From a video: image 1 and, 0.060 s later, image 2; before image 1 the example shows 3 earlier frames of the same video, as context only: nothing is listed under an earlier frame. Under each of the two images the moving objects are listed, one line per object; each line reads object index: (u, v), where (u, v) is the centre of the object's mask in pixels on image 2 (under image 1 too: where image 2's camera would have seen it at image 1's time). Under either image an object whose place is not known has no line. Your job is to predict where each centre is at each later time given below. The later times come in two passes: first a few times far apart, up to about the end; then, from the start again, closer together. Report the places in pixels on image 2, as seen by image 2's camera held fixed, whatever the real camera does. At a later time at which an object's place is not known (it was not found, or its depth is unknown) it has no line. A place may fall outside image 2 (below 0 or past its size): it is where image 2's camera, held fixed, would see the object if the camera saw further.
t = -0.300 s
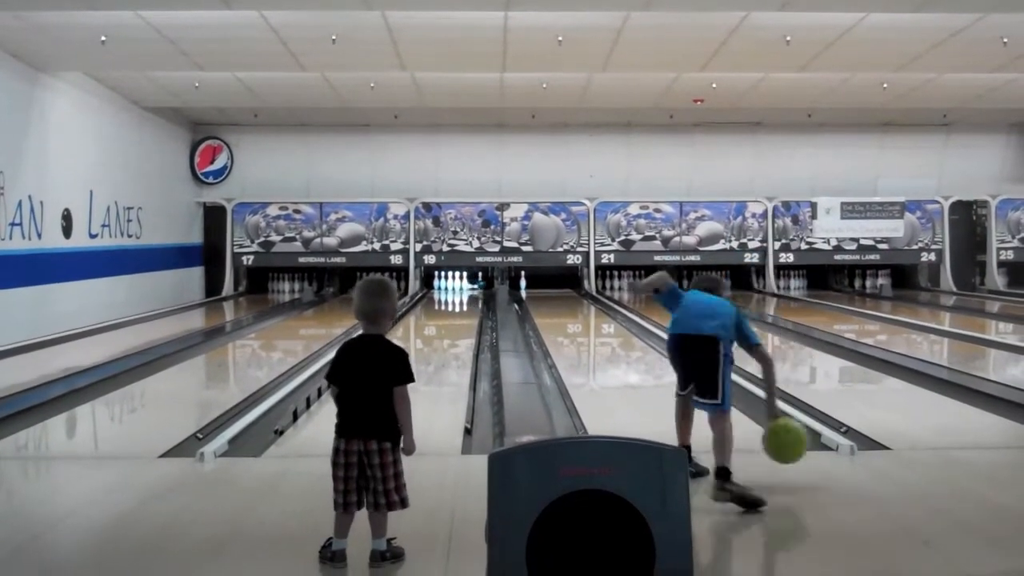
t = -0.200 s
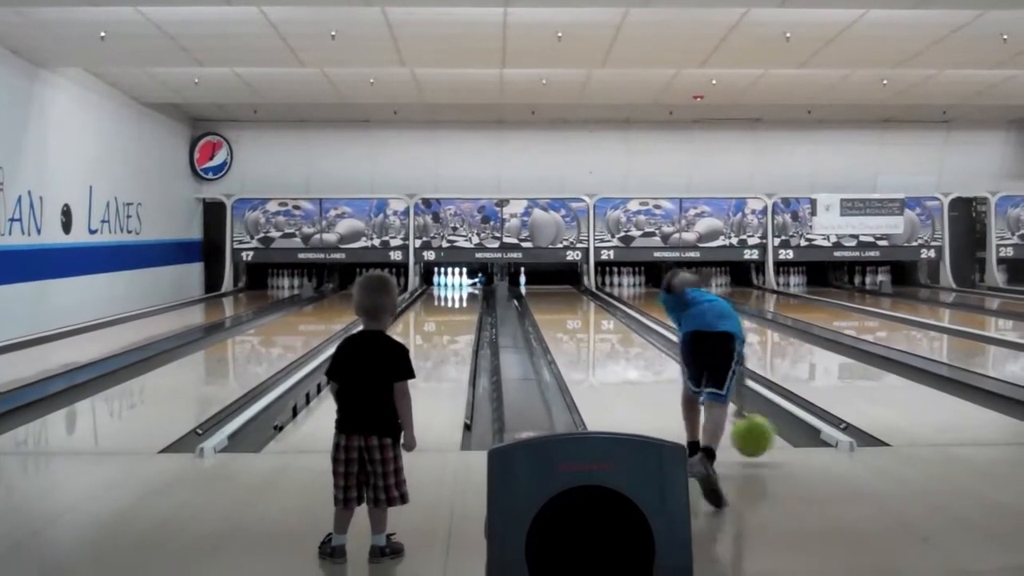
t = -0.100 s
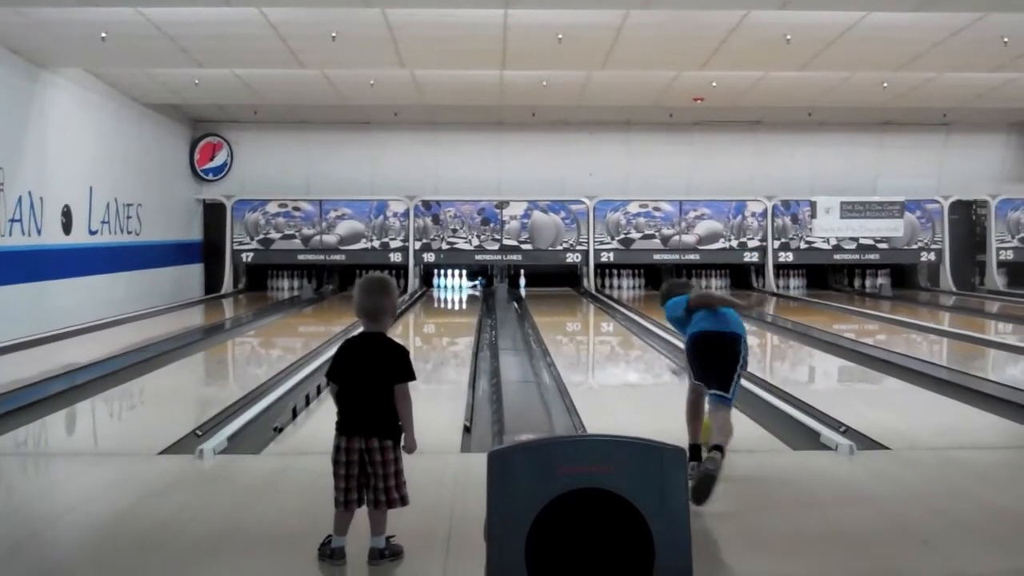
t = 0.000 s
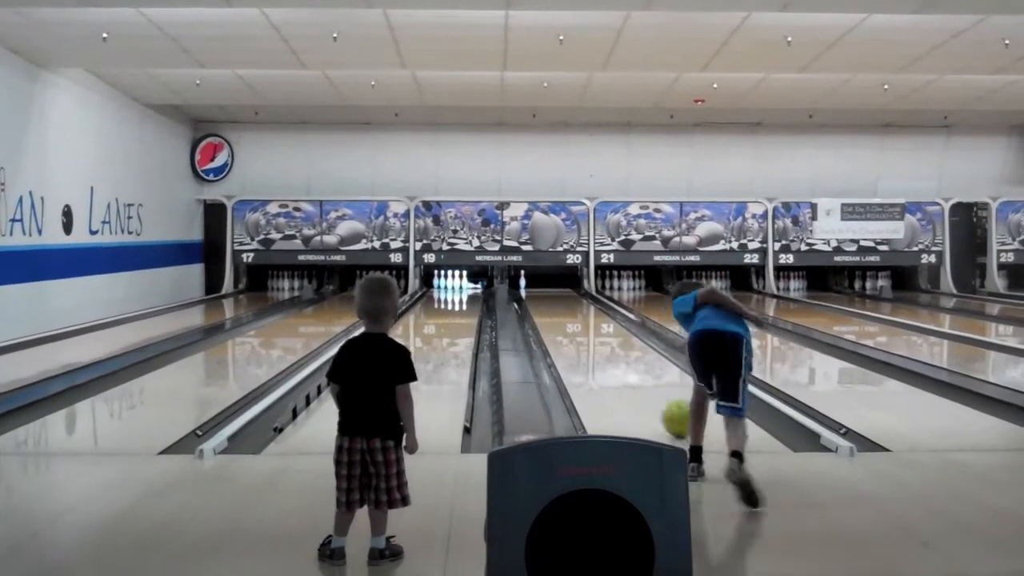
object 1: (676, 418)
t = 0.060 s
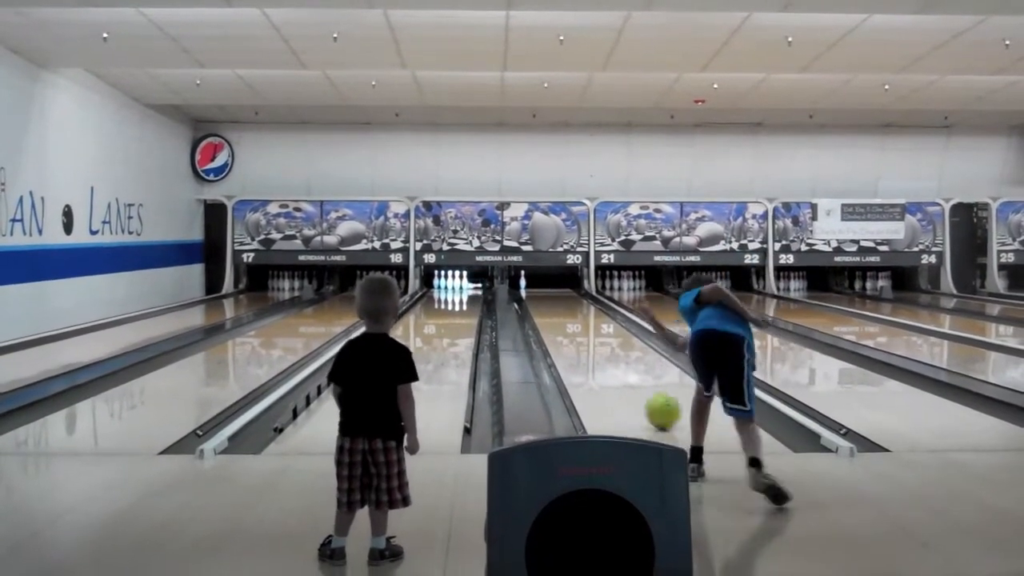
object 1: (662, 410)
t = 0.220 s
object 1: (622, 394)
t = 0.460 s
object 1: (574, 374)
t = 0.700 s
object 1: (543, 364)
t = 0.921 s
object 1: (541, 355)
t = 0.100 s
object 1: (651, 405)
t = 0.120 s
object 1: (646, 403)
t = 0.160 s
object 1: (636, 400)
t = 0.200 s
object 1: (626, 396)
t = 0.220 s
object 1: (622, 394)
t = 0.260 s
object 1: (613, 390)
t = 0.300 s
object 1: (604, 386)
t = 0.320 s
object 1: (601, 385)
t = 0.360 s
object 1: (592, 382)
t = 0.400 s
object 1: (585, 379)
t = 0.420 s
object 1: (582, 377)
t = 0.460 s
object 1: (574, 374)
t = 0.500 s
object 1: (568, 371)
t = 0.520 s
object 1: (564, 369)
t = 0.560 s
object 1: (558, 368)
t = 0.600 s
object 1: (551, 368)
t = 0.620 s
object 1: (548, 369)
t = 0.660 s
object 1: (545, 368)
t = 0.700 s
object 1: (543, 364)
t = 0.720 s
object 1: (543, 362)
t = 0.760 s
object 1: (542, 361)
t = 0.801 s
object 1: (542, 361)
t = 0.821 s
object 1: (542, 360)
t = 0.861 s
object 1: (541, 357)
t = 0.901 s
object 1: (541, 356)
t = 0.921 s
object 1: (541, 355)
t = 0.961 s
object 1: (540, 354)
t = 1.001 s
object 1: (539, 352)
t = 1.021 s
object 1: (538, 351)
